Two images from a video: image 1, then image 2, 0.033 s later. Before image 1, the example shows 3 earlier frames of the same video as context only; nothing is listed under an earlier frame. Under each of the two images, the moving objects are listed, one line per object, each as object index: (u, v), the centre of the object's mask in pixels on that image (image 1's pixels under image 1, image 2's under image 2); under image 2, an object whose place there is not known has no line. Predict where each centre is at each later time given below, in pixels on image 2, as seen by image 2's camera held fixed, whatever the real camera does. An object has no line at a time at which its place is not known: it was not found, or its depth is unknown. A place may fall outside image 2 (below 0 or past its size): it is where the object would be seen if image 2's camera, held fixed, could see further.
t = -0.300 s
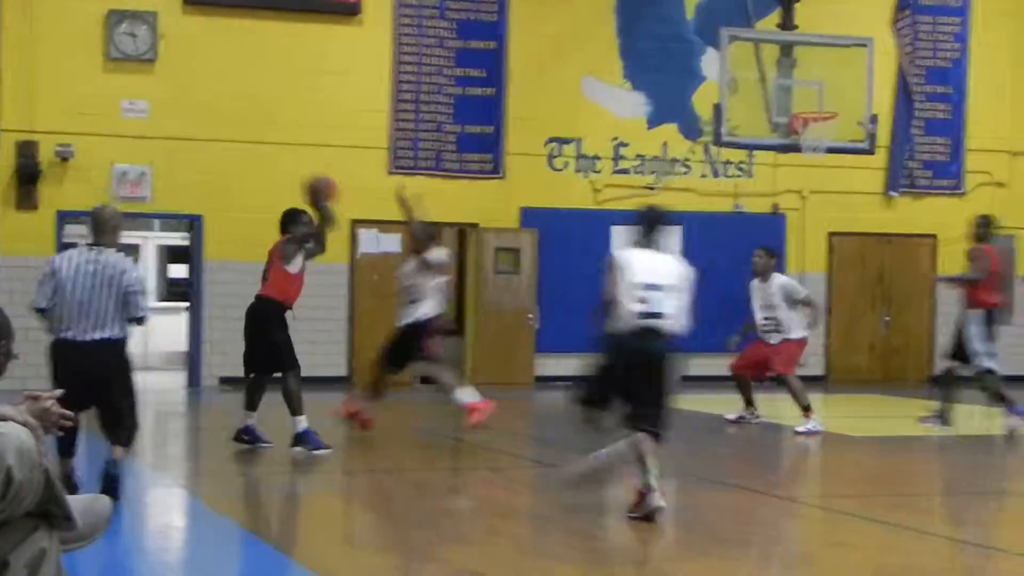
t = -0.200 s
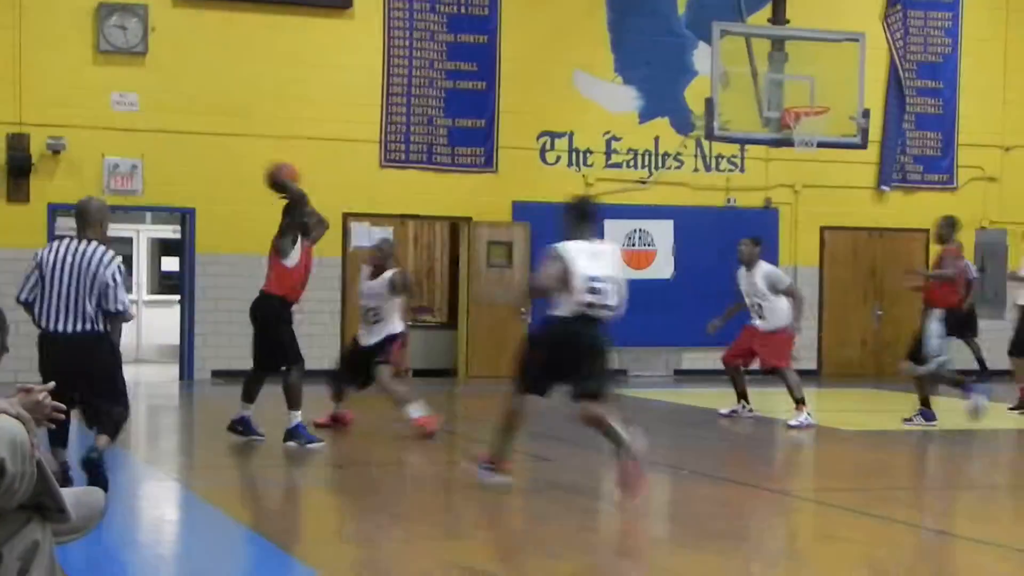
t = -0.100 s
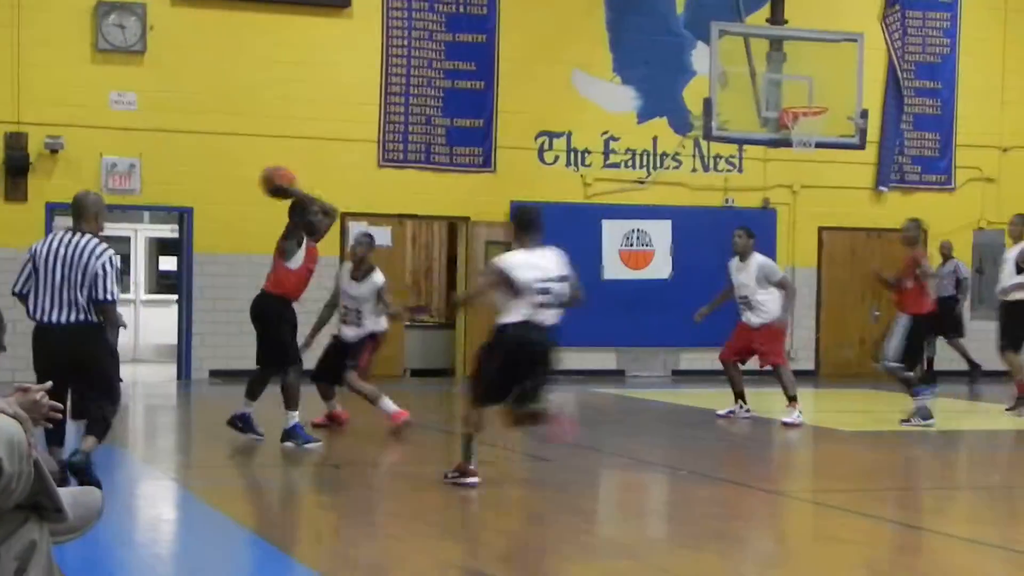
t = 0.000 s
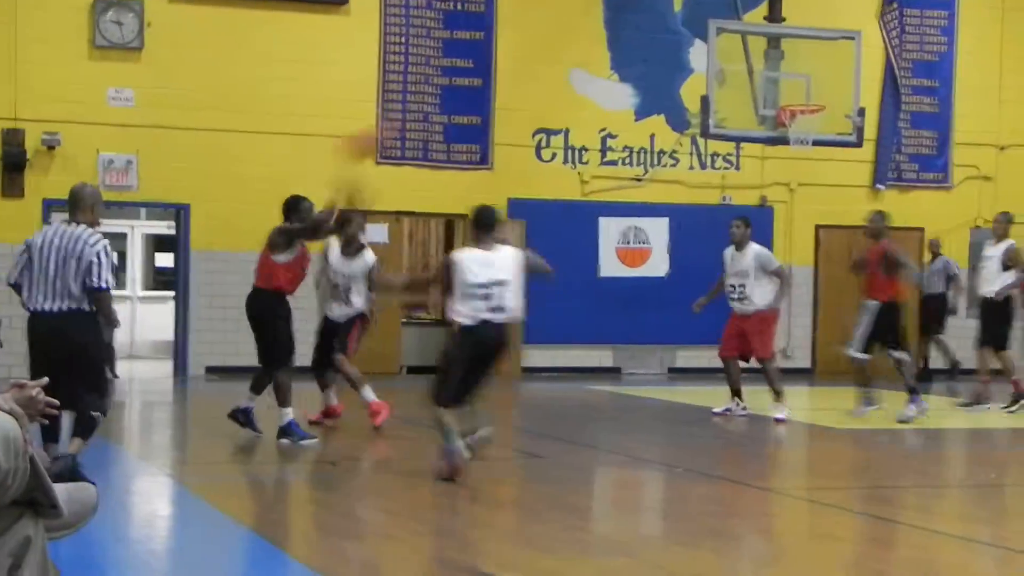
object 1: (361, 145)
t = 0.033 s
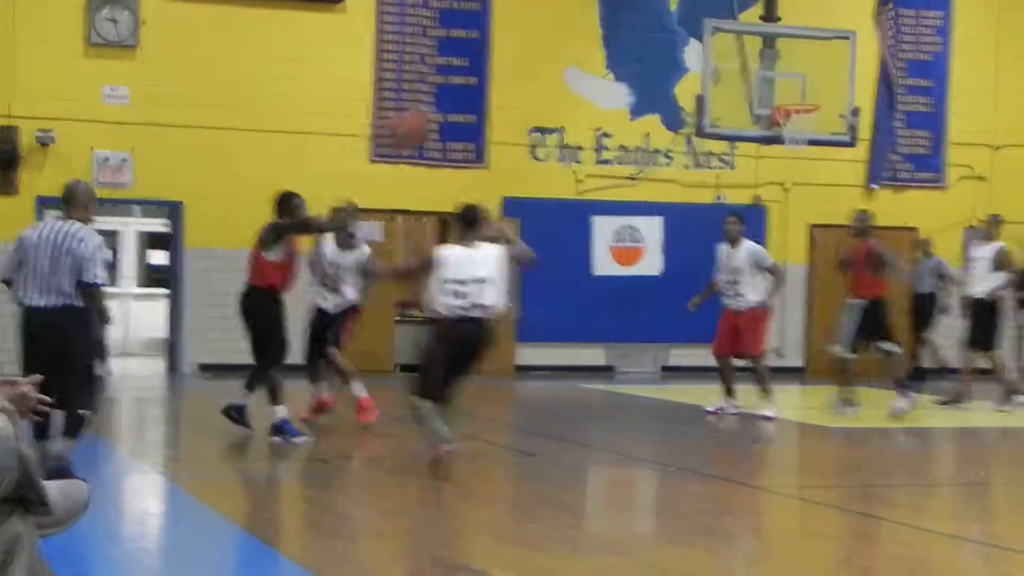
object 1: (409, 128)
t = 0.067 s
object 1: (460, 117)
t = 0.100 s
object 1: (512, 108)
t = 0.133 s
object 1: (557, 99)
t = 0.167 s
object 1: (605, 92)
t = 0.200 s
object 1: (651, 87)
